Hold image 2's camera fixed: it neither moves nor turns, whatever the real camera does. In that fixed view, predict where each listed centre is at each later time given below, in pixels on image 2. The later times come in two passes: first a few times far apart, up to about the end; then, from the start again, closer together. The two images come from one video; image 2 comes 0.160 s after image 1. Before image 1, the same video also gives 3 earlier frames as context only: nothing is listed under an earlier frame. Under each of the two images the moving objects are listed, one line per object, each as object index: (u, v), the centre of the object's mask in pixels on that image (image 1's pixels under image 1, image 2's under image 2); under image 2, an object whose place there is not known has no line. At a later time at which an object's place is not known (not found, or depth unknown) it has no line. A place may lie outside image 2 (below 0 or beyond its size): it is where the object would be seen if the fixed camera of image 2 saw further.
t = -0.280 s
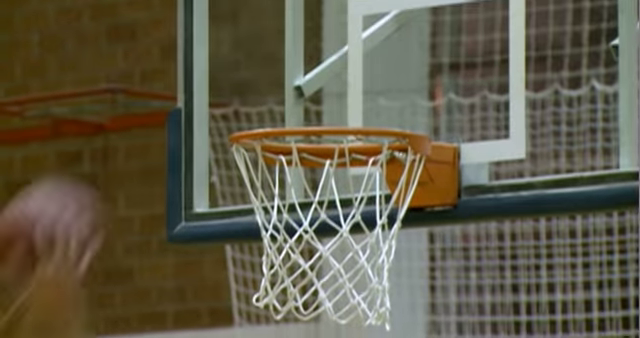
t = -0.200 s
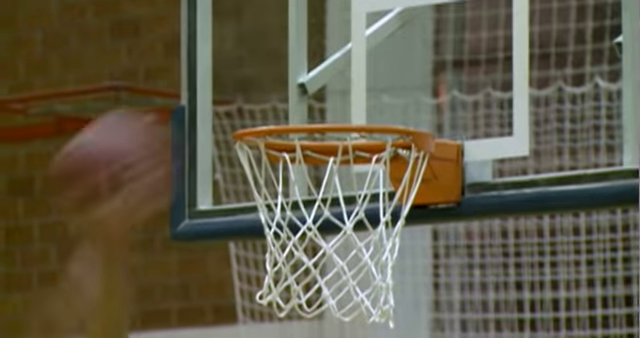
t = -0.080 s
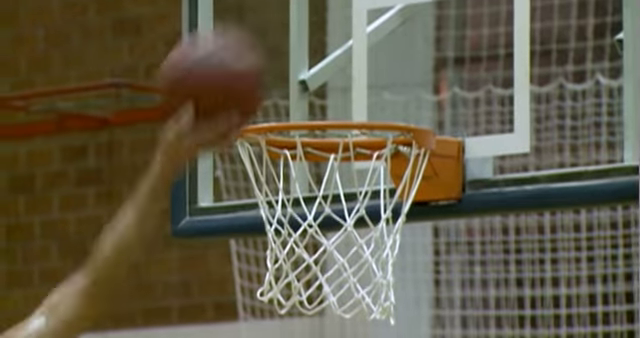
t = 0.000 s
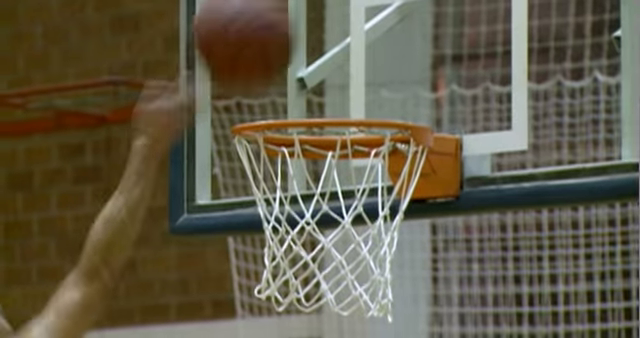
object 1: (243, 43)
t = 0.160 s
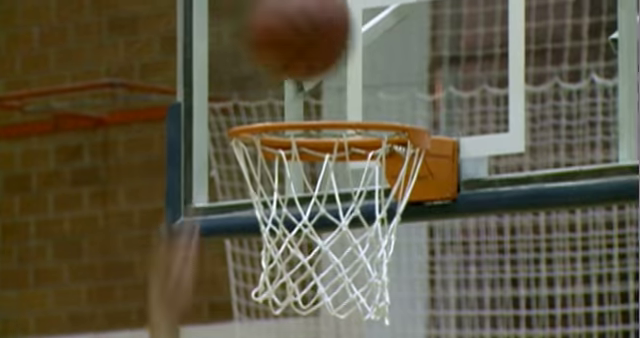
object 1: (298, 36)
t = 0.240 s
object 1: (331, 62)
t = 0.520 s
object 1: (416, 81)
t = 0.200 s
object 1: (314, 43)
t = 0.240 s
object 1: (331, 62)
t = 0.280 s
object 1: (349, 72)
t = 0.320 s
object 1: (367, 74)
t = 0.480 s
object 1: (409, 80)
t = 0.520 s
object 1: (416, 81)
